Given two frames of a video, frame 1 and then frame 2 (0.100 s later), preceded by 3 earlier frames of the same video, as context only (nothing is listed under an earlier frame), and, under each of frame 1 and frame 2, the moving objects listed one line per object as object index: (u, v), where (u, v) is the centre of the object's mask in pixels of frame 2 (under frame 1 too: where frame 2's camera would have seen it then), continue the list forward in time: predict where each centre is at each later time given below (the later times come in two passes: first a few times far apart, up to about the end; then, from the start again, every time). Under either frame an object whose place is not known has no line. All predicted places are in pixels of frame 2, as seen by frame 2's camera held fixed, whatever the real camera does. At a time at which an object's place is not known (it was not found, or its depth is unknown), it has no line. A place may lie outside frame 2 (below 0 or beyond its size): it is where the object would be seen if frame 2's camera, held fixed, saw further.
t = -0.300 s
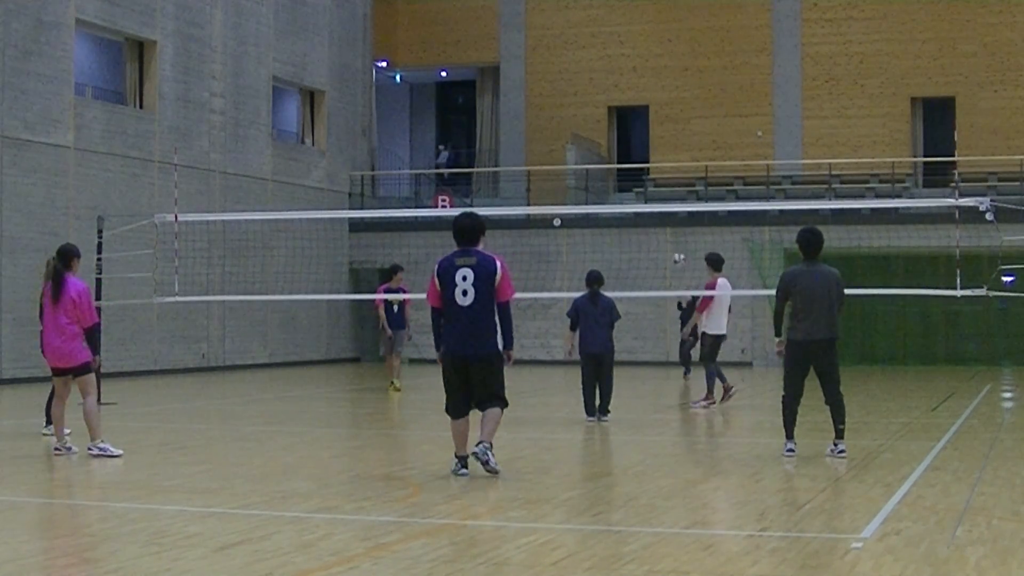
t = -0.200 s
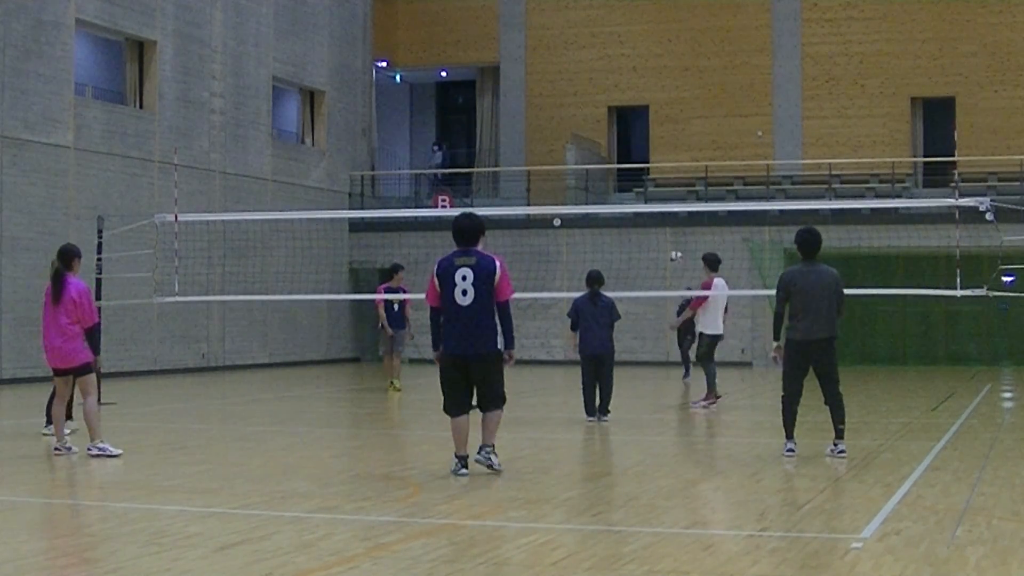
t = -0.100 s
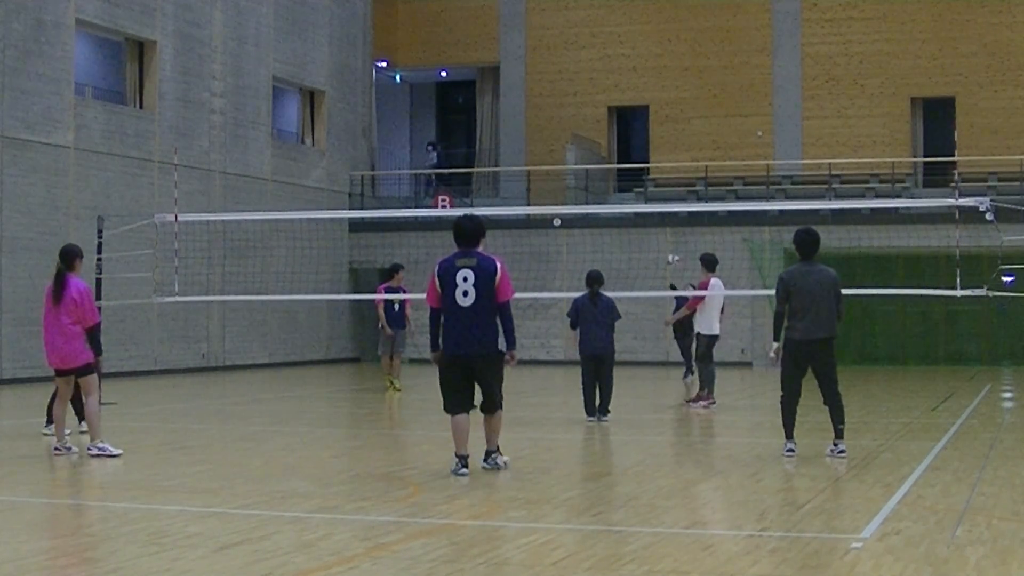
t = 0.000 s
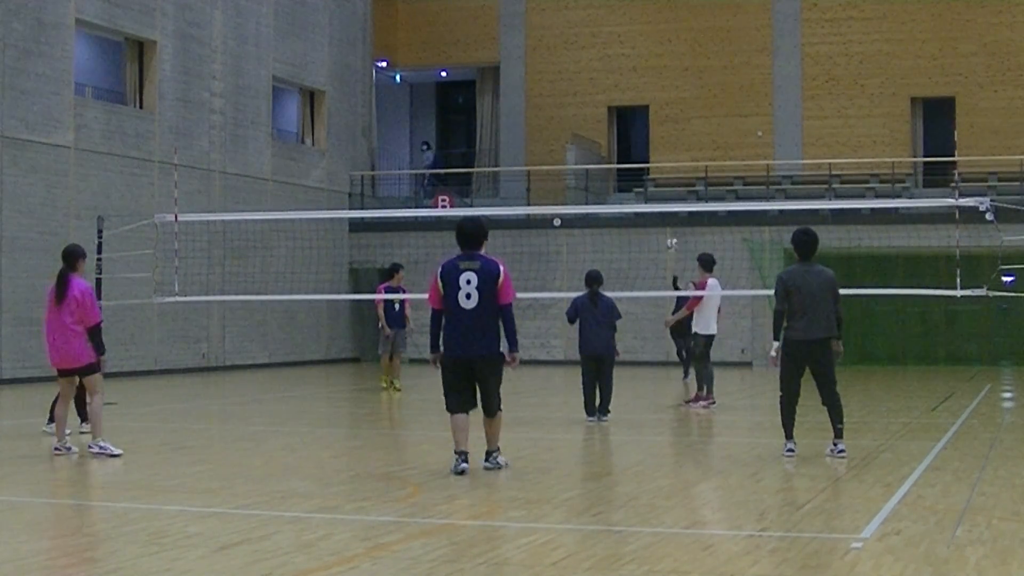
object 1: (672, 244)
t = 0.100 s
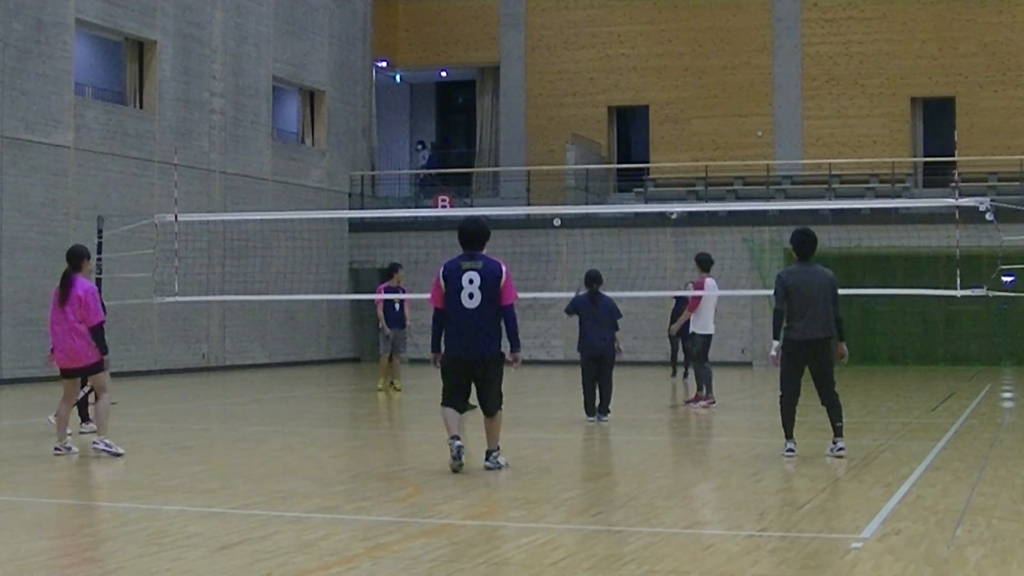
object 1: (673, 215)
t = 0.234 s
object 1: (673, 168)
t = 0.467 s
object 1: (666, 110)
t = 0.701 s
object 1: (663, 82)
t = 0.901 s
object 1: (668, 102)
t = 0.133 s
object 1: (674, 198)
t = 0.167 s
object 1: (674, 189)
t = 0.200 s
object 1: (673, 178)
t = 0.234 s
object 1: (673, 168)
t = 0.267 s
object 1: (672, 158)
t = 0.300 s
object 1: (671, 149)
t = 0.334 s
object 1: (669, 140)
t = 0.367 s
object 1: (668, 132)
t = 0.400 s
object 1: (667, 124)
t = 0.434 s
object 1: (666, 117)
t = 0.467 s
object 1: (666, 110)
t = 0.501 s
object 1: (665, 104)
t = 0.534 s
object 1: (665, 99)
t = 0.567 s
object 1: (665, 93)
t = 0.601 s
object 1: (665, 89)
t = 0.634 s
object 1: (664, 85)
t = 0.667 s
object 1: (664, 83)
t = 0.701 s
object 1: (663, 82)
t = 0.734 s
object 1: (663, 82)
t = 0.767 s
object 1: (664, 83)
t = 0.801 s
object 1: (664, 85)
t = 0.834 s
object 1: (665, 89)
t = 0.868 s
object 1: (666, 95)
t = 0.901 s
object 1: (668, 102)
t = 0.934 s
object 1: (669, 111)
